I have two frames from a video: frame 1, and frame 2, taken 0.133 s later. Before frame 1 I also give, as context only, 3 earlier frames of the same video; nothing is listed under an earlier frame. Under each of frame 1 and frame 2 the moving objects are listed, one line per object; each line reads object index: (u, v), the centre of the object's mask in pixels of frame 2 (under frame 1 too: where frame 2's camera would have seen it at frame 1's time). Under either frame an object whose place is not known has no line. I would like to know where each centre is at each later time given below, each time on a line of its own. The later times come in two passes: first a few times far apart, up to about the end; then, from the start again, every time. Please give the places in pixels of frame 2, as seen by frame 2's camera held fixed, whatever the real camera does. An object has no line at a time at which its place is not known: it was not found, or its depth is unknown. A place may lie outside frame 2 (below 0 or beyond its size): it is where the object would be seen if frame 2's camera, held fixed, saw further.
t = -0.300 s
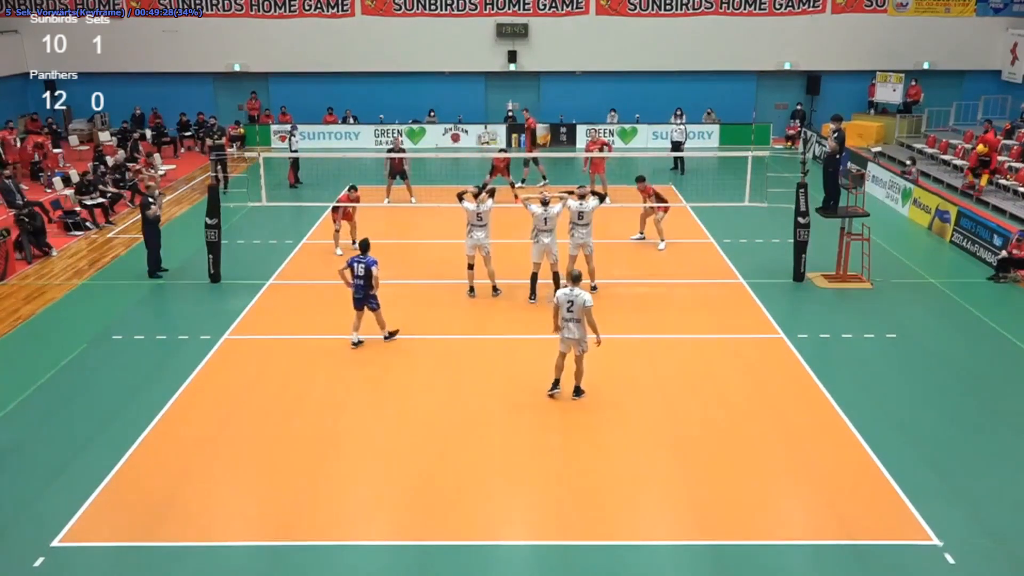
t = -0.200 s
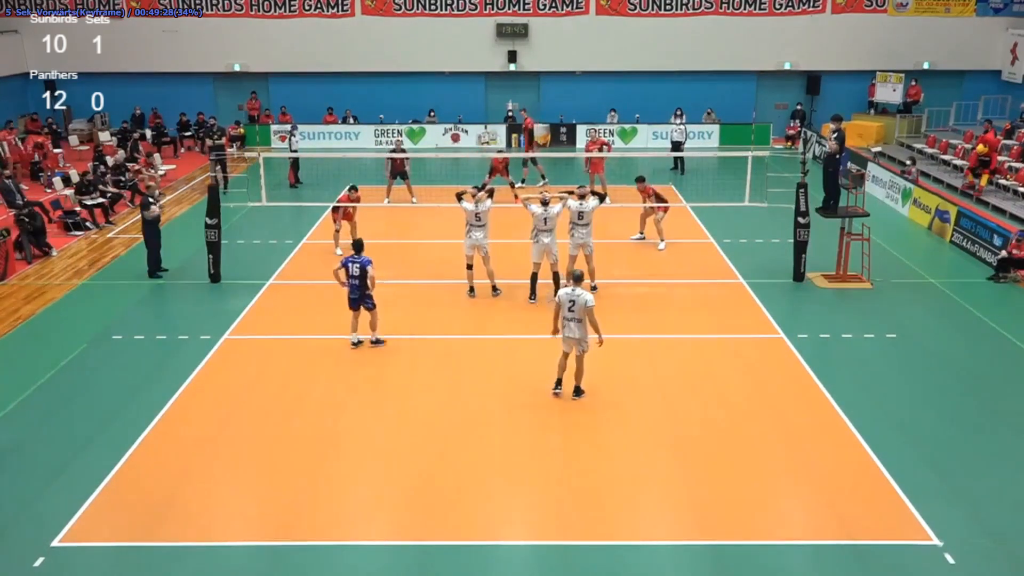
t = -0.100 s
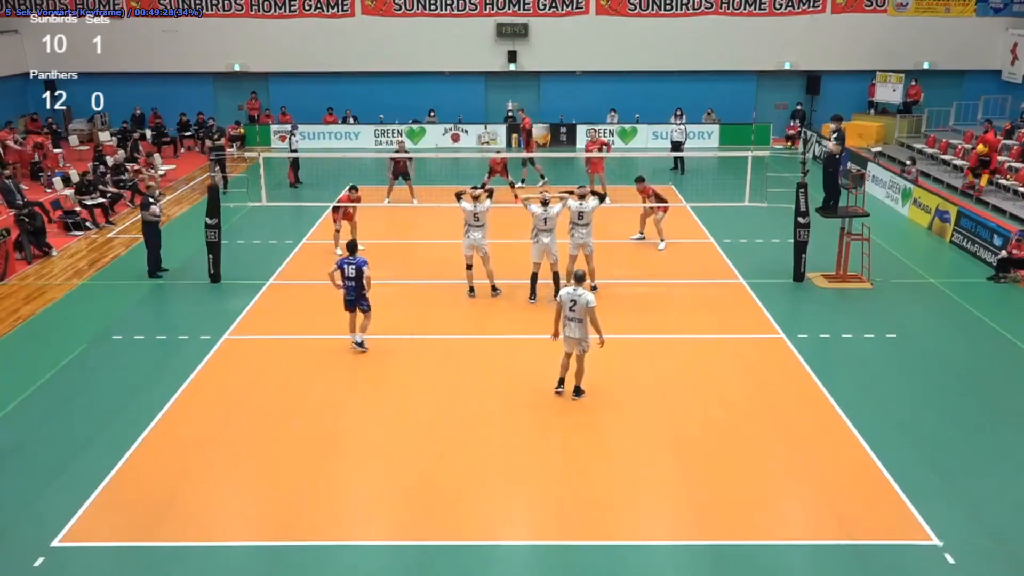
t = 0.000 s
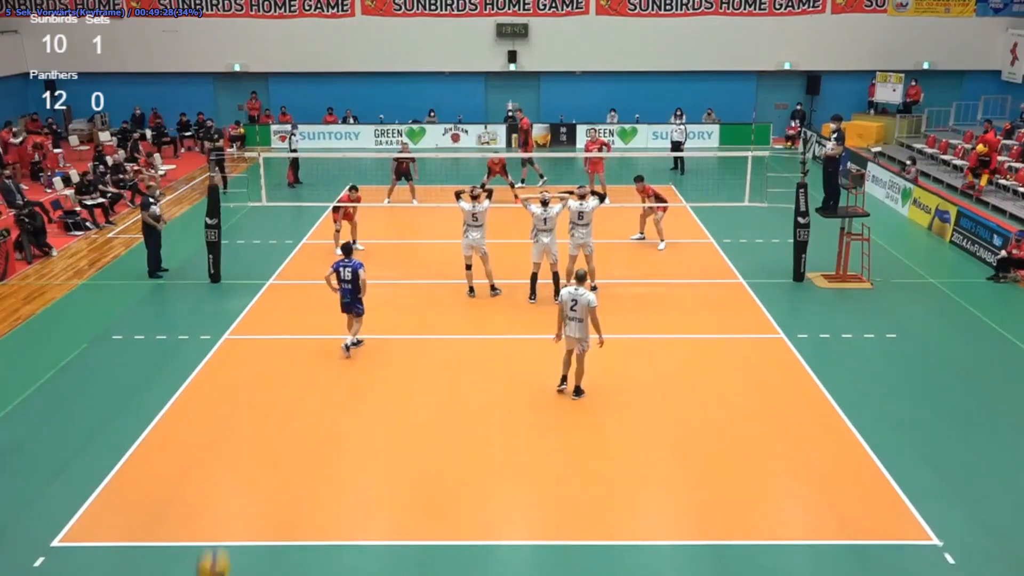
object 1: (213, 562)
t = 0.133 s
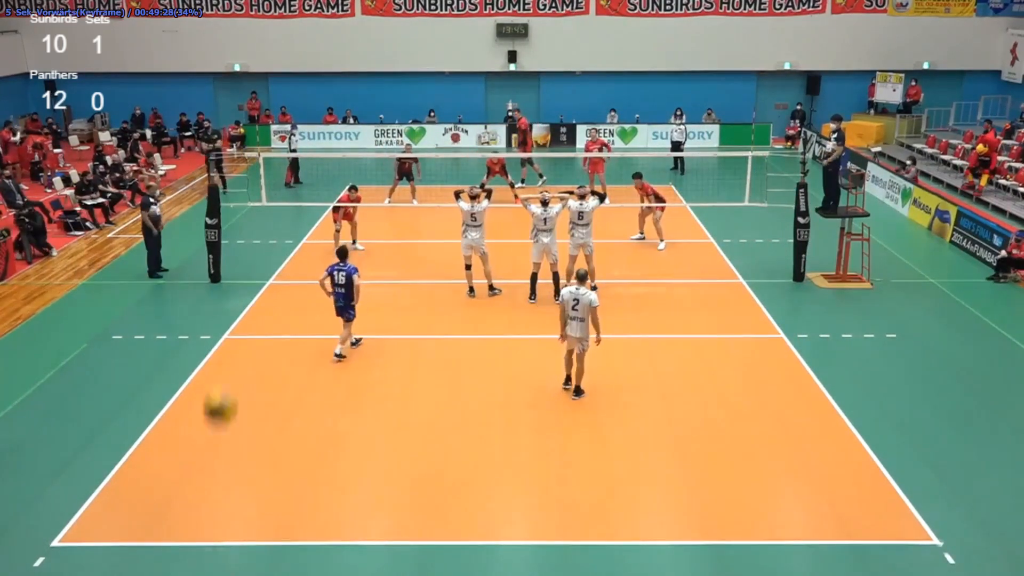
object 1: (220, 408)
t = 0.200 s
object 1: (224, 334)
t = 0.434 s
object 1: (242, 148)
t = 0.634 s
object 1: (262, 63)
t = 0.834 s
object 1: (282, 39)
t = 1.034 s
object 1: (305, 68)
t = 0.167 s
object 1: (222, 373)
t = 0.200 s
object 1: (224, 334)
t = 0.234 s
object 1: (228, 302)
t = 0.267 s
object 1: (228, 271)
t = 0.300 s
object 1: (232, 244)
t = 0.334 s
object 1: (234, 217)
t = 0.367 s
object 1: (237, 191)
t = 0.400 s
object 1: (240, 169)
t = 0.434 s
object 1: (242, 148)
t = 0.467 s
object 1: (246, 129)
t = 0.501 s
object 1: (248, 112)
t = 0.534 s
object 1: (252, 98)
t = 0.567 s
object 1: (255, 83)
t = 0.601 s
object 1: (258, 72)
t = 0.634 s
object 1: (262, 63)
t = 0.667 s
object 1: (265, 54)
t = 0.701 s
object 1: (268, 48)
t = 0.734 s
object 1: (271, 44)
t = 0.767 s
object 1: (275, 40)
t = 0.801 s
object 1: (278, 40)
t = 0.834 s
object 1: (282, 39)
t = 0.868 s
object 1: (286, 40)
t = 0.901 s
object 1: (290, 43)
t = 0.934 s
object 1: (293, 48)
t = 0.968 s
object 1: (296, 53)
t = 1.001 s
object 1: (300, 60)
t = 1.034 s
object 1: (305, 68)
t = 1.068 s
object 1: (308, 77)
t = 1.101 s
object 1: (312, 86)
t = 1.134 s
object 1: (315, 97)
